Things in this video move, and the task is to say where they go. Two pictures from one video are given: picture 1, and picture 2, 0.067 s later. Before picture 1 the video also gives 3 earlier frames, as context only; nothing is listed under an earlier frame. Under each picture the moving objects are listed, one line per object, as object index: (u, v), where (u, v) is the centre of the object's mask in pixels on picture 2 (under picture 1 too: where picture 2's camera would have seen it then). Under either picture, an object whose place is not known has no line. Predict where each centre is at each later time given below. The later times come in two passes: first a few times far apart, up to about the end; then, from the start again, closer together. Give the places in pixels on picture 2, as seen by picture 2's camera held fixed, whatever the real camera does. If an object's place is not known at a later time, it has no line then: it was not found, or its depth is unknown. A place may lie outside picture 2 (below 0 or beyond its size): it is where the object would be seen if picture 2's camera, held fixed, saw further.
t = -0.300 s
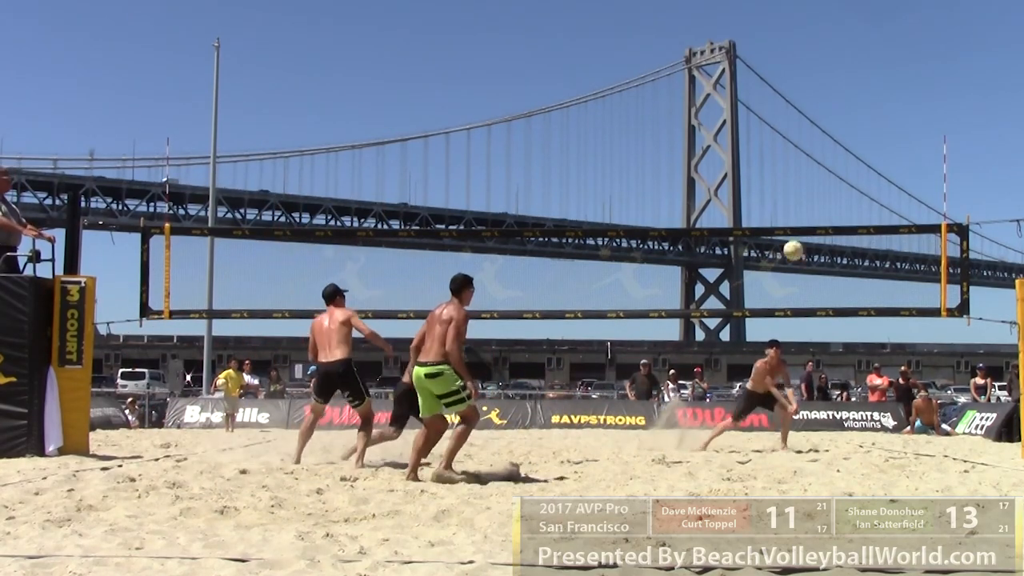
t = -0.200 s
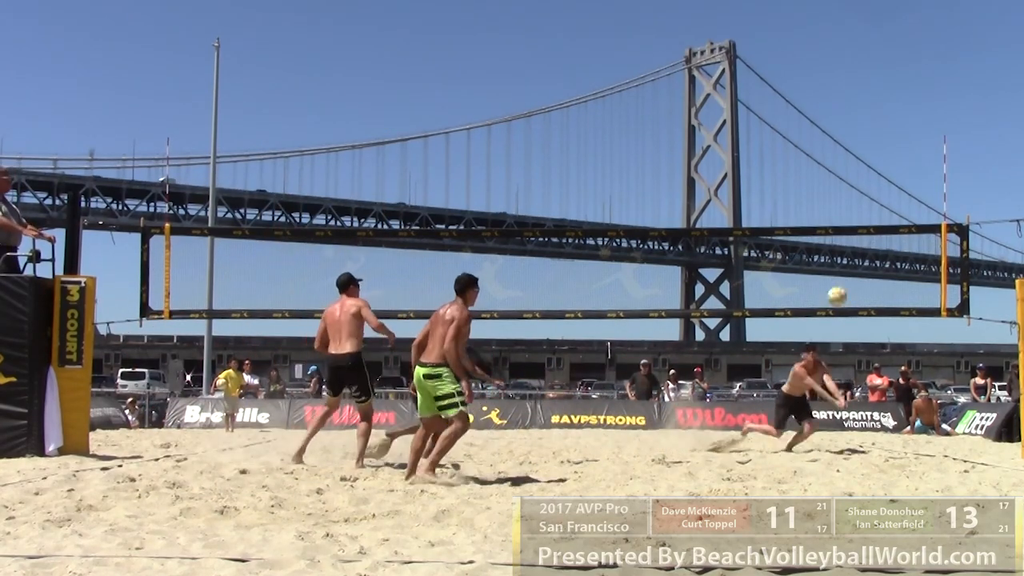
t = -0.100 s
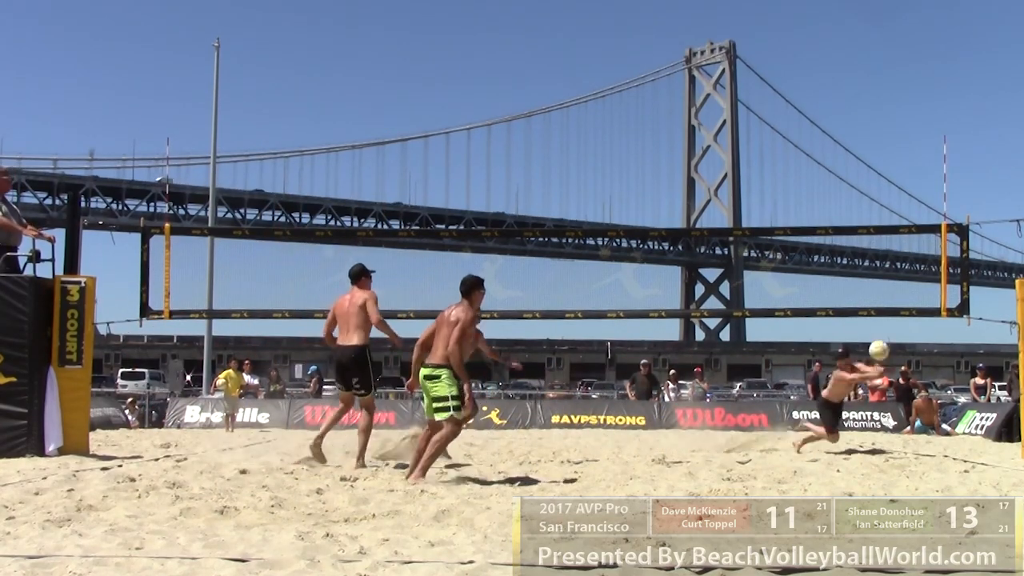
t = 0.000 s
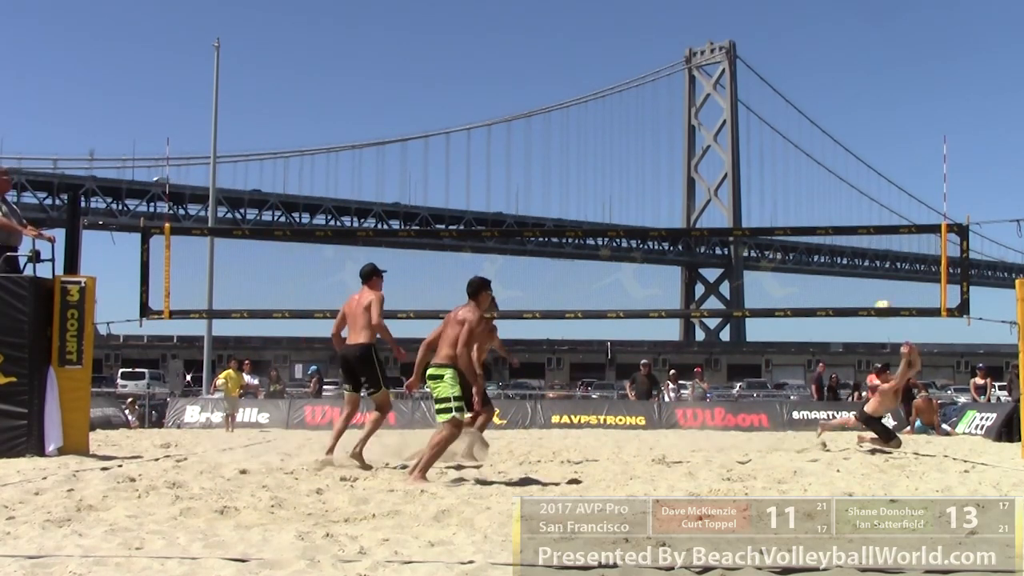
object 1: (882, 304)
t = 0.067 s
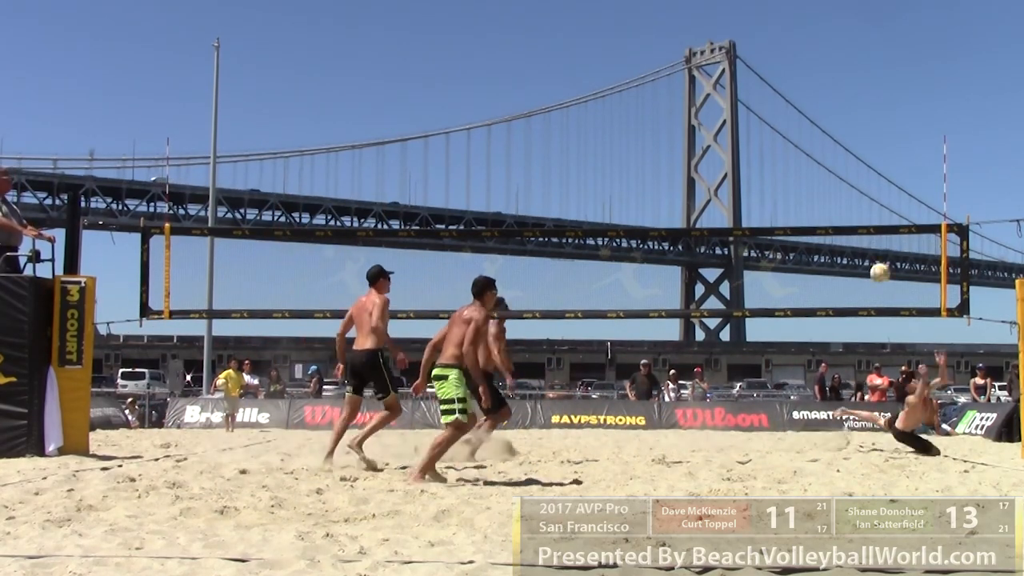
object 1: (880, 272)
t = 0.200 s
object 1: (874, 210)
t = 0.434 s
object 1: (863, 135)
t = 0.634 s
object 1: (854, 108)
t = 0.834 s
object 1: (846, 115)
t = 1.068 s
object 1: (840, 168)
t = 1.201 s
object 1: (839, 221)
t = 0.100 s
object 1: (878, 256)
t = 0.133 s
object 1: (877, 241)
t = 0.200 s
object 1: (874, 210)
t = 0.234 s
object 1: (873, 196)
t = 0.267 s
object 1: (871, 184)
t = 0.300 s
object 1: (869, 172)
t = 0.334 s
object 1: (867, 161)
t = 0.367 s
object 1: (866, 152)
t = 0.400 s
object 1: (864, 143)
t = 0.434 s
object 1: (863, 135)
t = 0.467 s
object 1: (861, 129)
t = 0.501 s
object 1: (860, 122)
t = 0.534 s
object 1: (858, 117)
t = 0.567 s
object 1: (857, 113)
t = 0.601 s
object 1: (855, 110)
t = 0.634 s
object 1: (854, 108)
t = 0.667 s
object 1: (852, 107)
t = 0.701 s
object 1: (851, 107)
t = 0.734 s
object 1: (850, 107)
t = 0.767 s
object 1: (848, 109)
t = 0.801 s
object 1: (847, 112)
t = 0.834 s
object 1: (846, 115)
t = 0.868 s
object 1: (845, 119)
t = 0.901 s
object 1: (844, 125)
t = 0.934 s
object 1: (842, 131)
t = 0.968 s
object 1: (842, 139)
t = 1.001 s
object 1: (841, 147)
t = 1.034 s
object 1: (840, 157)
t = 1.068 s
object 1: (840, 168)
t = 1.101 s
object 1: (840, 179)
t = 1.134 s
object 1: (839, 192)
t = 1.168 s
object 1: (839, 206)
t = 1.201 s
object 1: (839, 221)
